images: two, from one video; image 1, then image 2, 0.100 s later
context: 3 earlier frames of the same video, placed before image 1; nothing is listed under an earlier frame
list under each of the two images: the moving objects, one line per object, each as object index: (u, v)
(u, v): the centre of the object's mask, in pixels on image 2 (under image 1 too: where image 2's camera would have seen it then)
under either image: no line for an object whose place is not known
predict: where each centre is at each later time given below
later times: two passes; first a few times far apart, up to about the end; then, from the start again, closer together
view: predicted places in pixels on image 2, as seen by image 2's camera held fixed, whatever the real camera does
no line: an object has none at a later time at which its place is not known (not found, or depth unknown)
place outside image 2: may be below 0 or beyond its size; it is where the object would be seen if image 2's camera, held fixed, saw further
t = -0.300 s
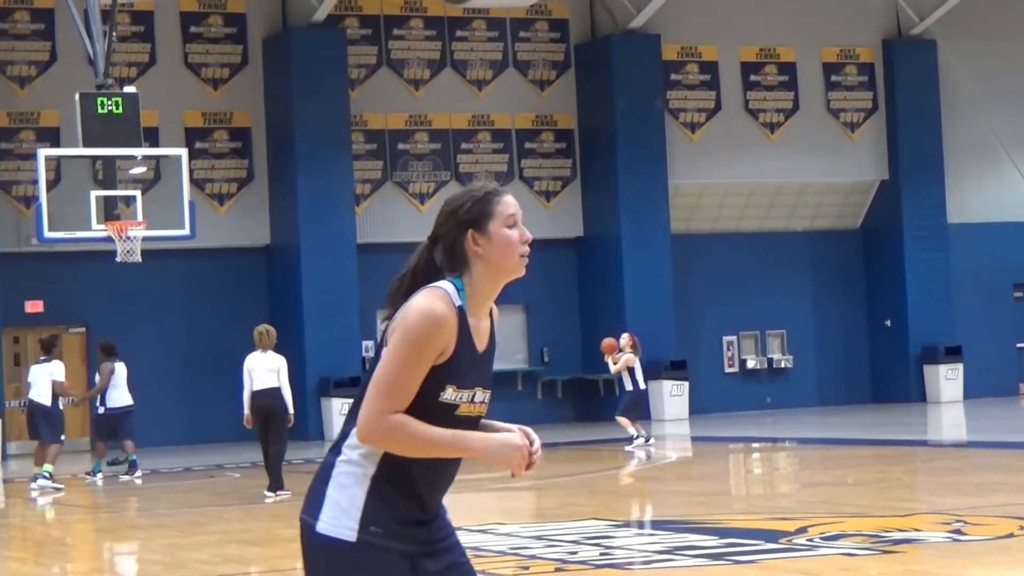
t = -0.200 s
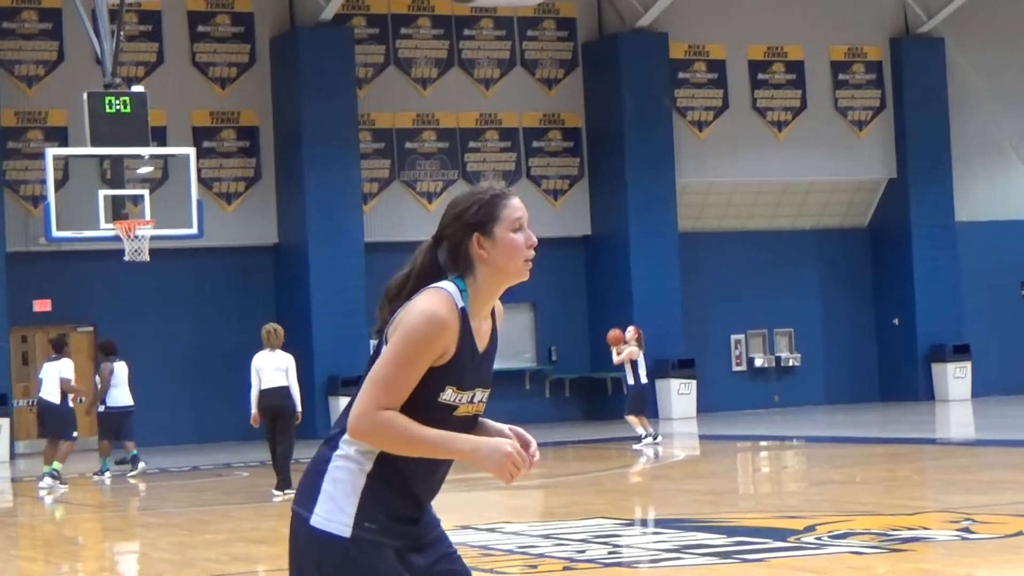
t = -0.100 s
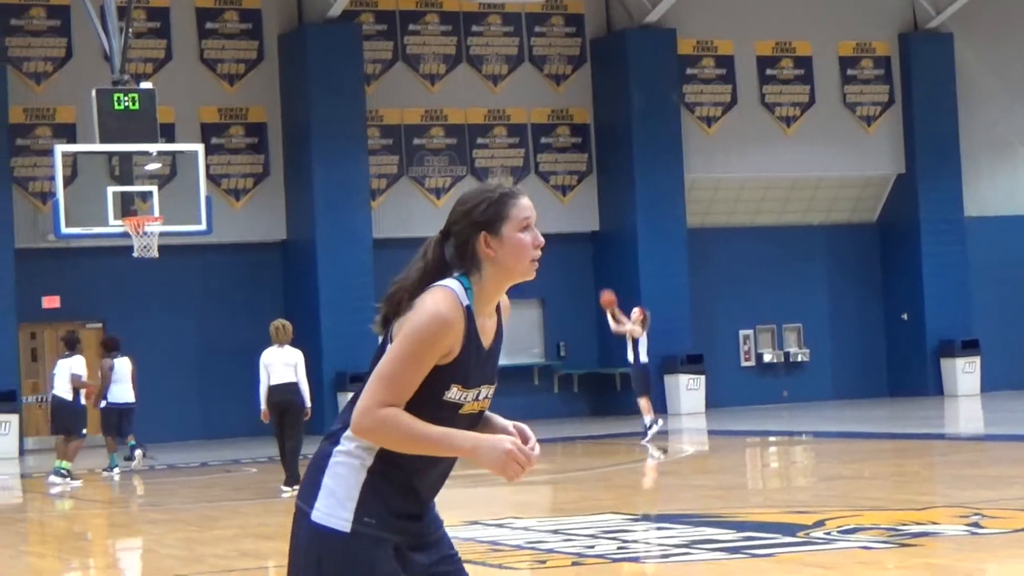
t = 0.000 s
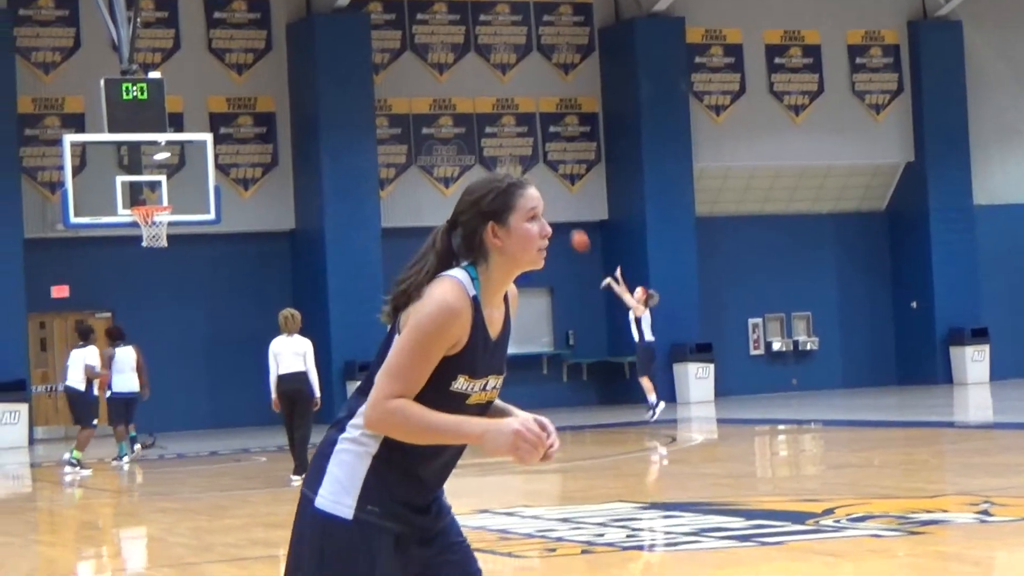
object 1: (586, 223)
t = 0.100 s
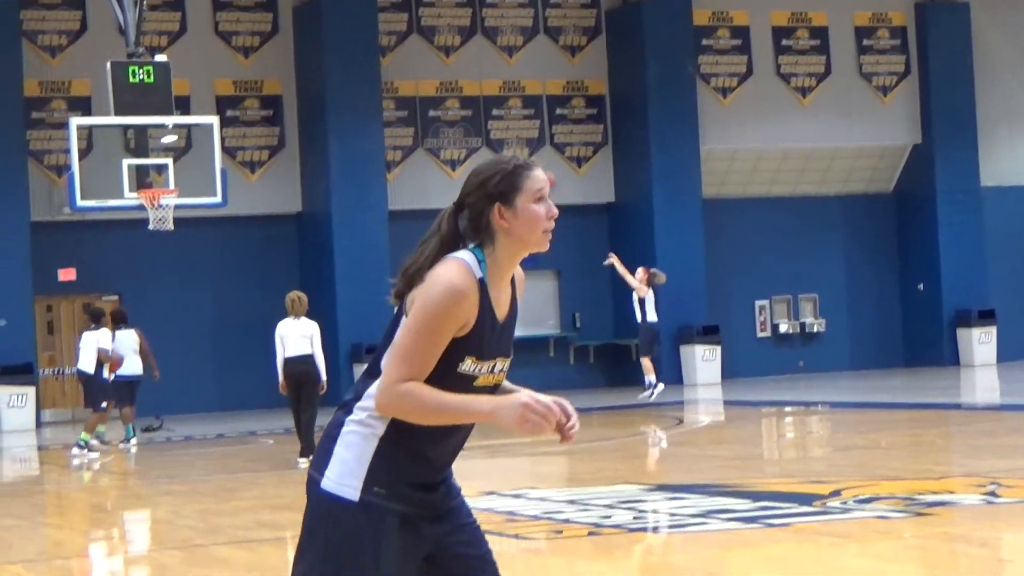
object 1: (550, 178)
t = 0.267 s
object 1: (482, 128)
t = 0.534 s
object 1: (381, 85)
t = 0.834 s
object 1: (268, 100)
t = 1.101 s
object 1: (166, 174)
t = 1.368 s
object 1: (157, 225)
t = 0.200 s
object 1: (509, 146)
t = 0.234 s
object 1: (495, 137)
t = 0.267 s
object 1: (482, 128)
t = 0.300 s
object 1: (470, 119)
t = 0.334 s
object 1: (457, 112)
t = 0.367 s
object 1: (444, 105)
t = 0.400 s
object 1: (431, 100)
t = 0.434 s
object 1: (419, 94)
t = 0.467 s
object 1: (407, 91)
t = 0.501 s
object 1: (393, 87)
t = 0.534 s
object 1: (381, 85)
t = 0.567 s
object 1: (368, 83)
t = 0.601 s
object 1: (356, 82)
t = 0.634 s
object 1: (343, 82)
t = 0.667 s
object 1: (330, 83)
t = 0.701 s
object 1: (318, 85)
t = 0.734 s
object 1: (306, 88)
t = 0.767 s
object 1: (293, 91)
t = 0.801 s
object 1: (280, 95)
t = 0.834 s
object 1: (268, 100)
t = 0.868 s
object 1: (255, 105)
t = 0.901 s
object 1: (242, 112)
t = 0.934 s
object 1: (230, 120)
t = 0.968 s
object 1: (219, 130)
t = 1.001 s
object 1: (205, 139)
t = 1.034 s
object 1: (193, 150)
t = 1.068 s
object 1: (181, 161)
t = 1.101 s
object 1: (166, 174)
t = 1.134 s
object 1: (156, 184)
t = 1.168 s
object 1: (157, 187)
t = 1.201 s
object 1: (165, 188)
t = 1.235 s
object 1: (166, 194)
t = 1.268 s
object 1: (164, 201)
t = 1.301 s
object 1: (168, 205)
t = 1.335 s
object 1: (162, 215)
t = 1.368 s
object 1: (157, 225)
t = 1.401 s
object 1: (154, 232)
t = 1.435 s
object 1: (151, 238)
